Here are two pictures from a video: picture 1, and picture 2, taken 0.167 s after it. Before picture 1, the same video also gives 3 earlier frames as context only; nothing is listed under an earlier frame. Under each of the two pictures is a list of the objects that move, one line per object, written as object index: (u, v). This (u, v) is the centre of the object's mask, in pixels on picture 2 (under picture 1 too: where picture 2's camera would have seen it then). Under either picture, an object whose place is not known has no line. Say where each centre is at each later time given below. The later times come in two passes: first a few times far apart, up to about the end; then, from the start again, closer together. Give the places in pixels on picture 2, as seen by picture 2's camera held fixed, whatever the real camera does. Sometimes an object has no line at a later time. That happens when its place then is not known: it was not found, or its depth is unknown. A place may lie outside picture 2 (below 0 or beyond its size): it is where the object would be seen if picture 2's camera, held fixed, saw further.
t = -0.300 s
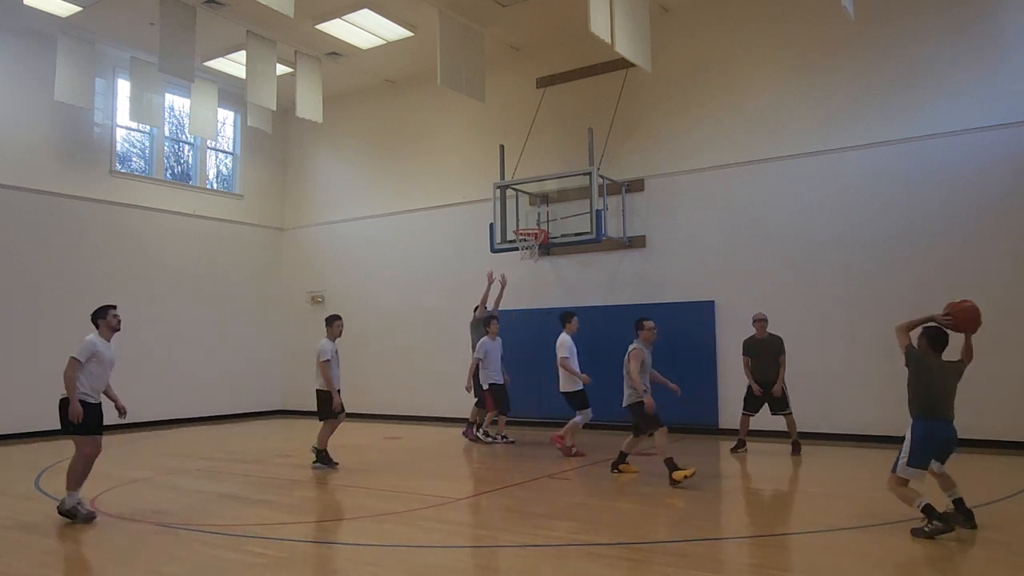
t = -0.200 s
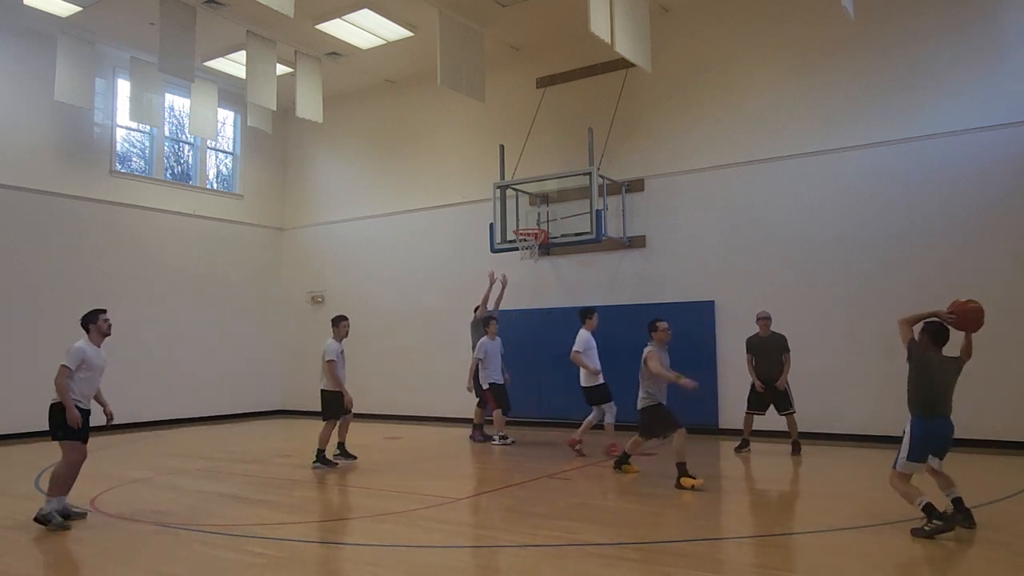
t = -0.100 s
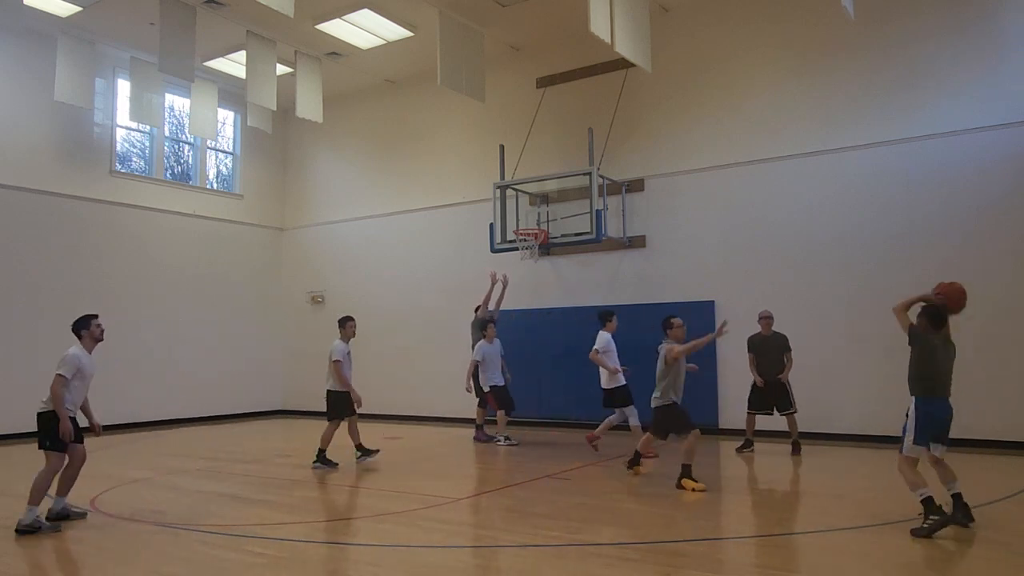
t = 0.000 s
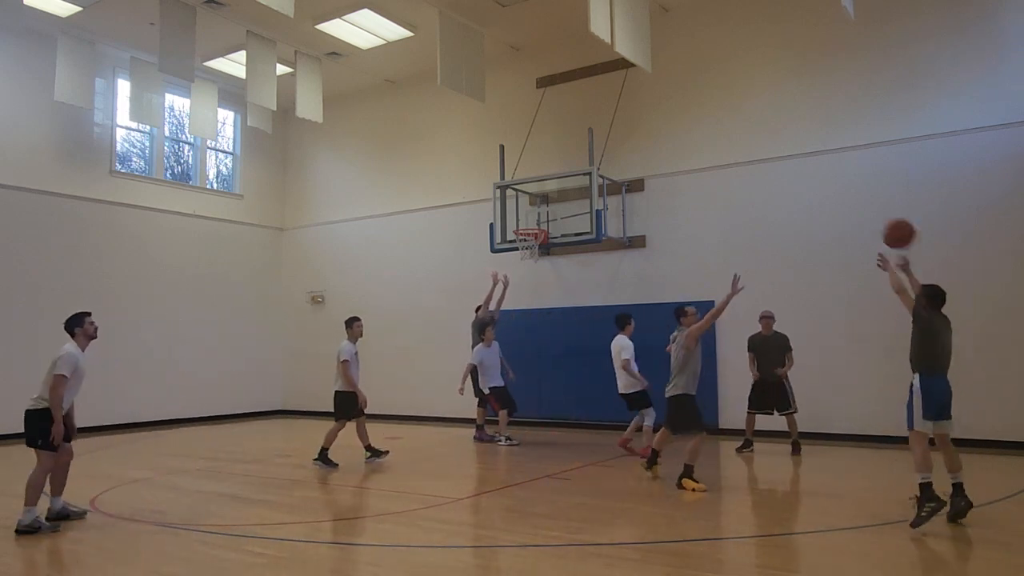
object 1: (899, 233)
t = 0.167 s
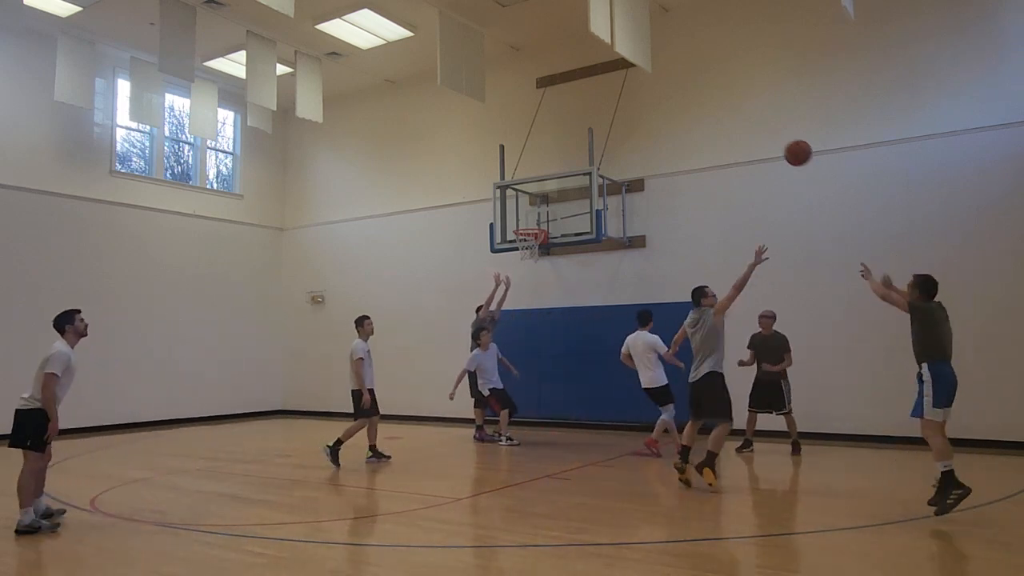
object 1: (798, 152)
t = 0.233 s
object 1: (765, 133)
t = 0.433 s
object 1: (686, 110)
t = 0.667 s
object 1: (617, 126)
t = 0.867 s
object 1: (572, 167)
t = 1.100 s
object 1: (530, 232)
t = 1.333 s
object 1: (525, 247)
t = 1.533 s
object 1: (542, 257)
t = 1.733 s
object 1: (557, 294)
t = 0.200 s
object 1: (781, 142)
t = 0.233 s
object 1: (765, 133)
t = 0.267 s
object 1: (750, 127)
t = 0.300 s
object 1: (736, 121)
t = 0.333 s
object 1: (722, 116)
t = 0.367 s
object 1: (709, 113)
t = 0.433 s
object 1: (686, 110)
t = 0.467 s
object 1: (674, 110)
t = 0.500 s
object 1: (664, 111)
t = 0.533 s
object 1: (653, 112)
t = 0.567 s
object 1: (643, 114)
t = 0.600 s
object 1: (634, 118)
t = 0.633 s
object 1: (625, 122)
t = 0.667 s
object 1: (617, 126)
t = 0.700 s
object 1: (609, 131)
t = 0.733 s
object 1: (601, 137)
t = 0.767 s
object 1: (593, 143)
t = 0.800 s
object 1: (586, 151)
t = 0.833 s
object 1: (579, 158)
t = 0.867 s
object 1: (572, 167)
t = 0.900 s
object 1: (566, 175)
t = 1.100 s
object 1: (530, 232)
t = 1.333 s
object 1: (525, 247)
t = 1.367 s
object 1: (530, 248)
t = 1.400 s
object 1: (533, 250)
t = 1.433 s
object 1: (535, 250)
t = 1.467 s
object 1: (537, 251)
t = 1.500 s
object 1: (539, 253)
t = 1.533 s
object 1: (542, 257)
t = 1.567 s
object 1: (545, 261)
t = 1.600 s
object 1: (548, 266)
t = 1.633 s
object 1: (550, 272)
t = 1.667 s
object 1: (552, 278)
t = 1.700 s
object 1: (555, 286)
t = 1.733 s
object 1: (557, 294)
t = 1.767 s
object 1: (560, 302)
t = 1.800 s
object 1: (561, 312)
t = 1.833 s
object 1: (564, 322)
